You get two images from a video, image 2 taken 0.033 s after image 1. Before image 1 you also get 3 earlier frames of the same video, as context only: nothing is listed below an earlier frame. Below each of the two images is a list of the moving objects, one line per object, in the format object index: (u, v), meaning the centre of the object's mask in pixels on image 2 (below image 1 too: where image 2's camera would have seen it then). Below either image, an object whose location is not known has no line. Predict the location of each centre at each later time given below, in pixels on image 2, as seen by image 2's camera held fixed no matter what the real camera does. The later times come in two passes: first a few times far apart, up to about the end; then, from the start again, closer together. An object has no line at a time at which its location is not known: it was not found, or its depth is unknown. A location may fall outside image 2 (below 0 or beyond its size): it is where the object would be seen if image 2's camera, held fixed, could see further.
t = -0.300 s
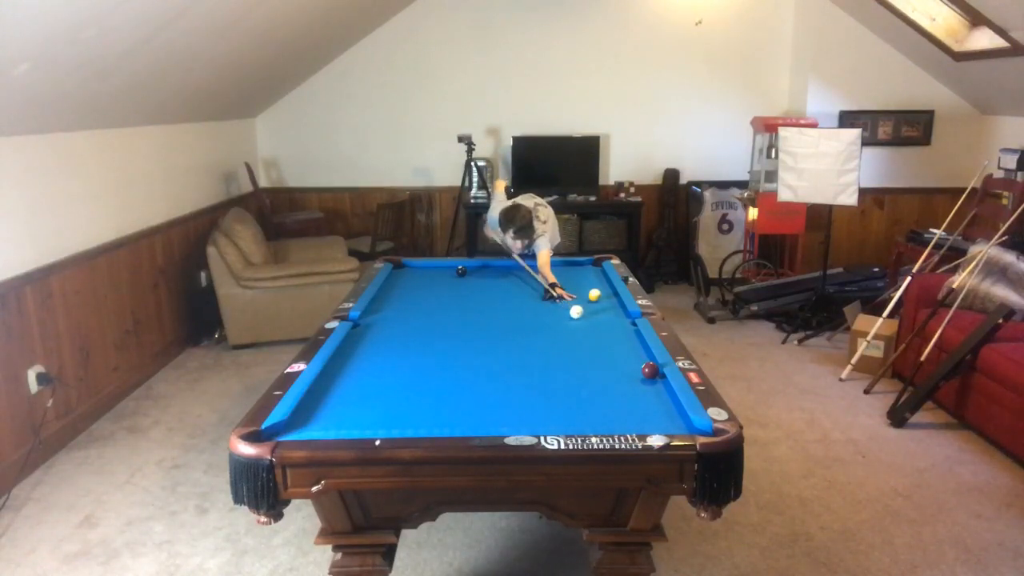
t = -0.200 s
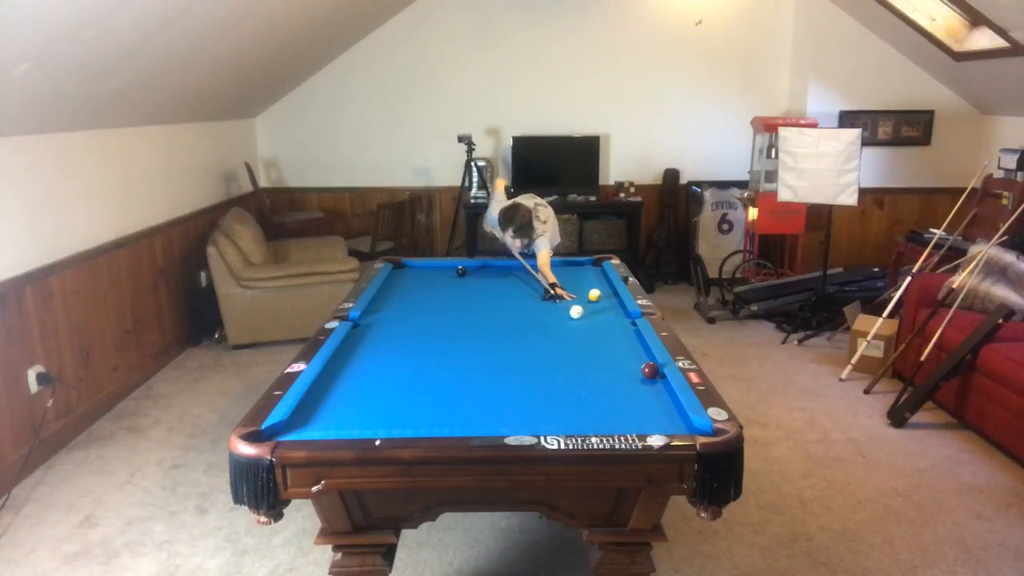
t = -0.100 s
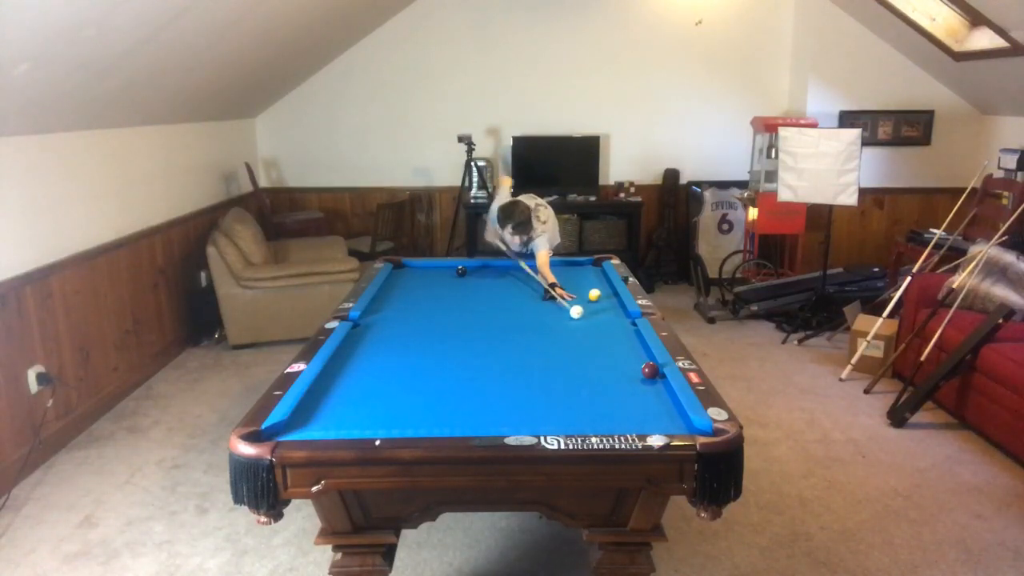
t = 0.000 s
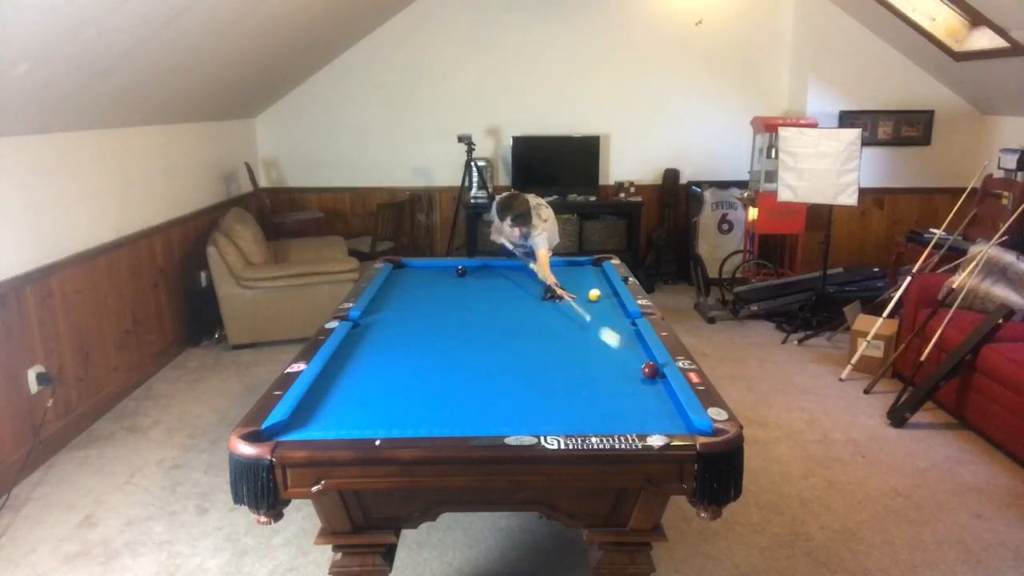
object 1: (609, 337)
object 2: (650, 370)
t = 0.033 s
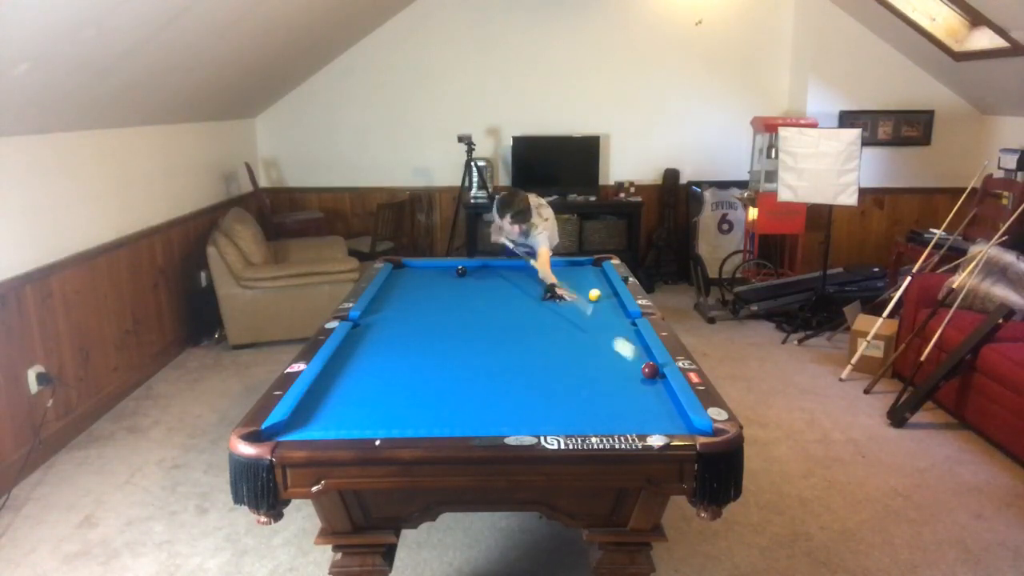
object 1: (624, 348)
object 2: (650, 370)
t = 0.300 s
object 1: (608, 355)
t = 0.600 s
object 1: (558, 339)
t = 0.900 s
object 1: (515, 325)
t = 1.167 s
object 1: (483, 315)
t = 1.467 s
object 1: (450, 305)
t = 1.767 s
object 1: (422, 296)
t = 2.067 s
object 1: (397, 288)
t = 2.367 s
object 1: (395, 282)
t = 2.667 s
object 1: (410, 278)
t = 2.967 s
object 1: (424, 274)
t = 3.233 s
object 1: (435, 271)
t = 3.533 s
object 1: (446, 267)
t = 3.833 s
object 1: (455, 265)
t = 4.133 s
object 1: (463, 263)
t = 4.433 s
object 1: (466, 264)
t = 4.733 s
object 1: (469, 265)
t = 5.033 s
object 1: (472, 266)
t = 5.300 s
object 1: (473, 267)
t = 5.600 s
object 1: (474, 267)
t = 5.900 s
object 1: (474, 267)
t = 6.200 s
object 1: (474, 267)
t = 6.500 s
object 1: (474, 267)
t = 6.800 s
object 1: (474, 267)
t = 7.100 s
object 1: (474, 267)
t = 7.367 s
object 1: (474, 267)
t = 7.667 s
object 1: (474, 267)
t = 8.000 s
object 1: (474, 267)
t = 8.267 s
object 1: (474, 267)
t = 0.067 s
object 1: (637, 358)
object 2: (650, 371)
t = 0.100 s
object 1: (648, 363)
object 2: (654, 378)
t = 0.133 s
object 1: (641, 362)
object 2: (662, 392)
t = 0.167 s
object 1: (634, 361)
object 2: (670, 408)
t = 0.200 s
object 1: (627, 360)
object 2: (681, 423)
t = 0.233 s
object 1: (620, 358)
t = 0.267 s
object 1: (614, 356)
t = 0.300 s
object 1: (608, 355)
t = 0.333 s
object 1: (602, 353)
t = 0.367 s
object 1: (597, 351)
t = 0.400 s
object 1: (591, 349)
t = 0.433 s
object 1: (585, 347)
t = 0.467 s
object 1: (579, 345)
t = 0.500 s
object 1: (574, 344)
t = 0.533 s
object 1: (569, 342)
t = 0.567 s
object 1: (564, 340)
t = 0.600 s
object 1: (558, 339)
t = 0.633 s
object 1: (553, 337)
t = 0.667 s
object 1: (548, 336)
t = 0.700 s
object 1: (543, 334)
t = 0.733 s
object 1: (538, 333)
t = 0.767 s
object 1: (534, 331)
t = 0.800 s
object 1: (529, 330)
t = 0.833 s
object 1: (524, 328)
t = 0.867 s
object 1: (520, 327)
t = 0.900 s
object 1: (515, 325)
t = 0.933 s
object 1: (511, 324)
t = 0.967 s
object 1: (507, 323)
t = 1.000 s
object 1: (503, 321)
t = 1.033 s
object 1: (499, 320)
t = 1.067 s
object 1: (494, 319)
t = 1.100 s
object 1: (491, 318)
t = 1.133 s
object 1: (487, 316)
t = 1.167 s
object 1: (483, 315)
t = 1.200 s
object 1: (479, 314)
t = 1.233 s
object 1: (475, 313)
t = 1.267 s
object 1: (472, 312)
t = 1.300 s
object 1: (468, 310)
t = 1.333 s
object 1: (464, 309)
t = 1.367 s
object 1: (461, 308)
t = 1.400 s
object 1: (457, 307)
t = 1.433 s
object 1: (454, 306)
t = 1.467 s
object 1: (450, 305)
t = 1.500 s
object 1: (447, 304)
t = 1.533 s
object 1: (444, 303)
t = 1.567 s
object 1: (441, 302)
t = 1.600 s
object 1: (437, 301)
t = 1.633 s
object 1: (434, 300)
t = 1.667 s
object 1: (431, 299)
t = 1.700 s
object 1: (428, 298)
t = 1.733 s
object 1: (425, 297)
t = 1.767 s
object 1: (422, 296)
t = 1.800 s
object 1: (419, 295)
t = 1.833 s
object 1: (417, 294)
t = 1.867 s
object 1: (414, 293)
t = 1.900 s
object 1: (411, 292)
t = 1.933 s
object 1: (408, 291)
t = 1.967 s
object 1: (405, 291)
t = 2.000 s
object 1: (403, 290)
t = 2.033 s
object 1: (400, 289)
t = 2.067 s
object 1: (397, 288)
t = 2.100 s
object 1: (395, 287)
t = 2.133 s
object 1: (392, 286)
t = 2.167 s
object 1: (390, 285)
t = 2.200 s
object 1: (388, 284)
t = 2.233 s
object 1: (387, 284)
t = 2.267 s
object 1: (390, 283)
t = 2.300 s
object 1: (391, 283)
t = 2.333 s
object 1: (393, 282)
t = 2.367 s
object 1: (395, 282)
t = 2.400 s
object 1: (397, 281)
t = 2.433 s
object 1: (399, 281)
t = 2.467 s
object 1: (400, 280)
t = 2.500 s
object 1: (402, 280)
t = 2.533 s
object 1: (404, 280)
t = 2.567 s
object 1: (405, 279)
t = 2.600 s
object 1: (407, 279)
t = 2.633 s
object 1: (409, 278)
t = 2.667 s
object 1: (410, 278)
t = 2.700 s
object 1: (412, 277)
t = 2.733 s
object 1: (414, 277)
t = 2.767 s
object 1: (415, 276)
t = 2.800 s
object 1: (417, 276)
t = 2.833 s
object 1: (418, 275)
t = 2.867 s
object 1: (420, 275)
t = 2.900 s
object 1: (421, 275)
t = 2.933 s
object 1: (423, 274)
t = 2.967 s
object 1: (424, 274)
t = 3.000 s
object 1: (426, 273)
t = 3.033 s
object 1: (427, 273)
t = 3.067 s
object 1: (428, 273)
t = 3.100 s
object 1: (430, 272)
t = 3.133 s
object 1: (431, 272)
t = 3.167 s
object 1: (432, 271)
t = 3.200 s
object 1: (434, 271)
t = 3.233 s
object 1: (435, 271)
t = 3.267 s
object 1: (436, 270)
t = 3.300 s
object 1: (438, 270)
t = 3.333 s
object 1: (439, 269)
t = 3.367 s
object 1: (440, 269)
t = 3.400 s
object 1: (441, 269)
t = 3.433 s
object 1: (442, 268)
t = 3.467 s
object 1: (444, 268)
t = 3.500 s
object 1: (445, 268)
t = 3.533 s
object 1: (446, 267)
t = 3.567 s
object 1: (447, 267)
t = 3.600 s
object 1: (448, 267)
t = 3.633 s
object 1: (449, 267)
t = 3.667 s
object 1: (450, 266)
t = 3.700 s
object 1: (451, 266)
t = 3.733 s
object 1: (452, 266)
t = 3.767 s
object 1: (453, 265)
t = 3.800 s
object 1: (454, 265)
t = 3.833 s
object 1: (455, 265)
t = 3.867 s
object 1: (456, 264)
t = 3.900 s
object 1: (457, 264)
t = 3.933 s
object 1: (458, 264)
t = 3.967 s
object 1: (459, 264)
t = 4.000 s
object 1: (460, 263)
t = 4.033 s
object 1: (461, 263)
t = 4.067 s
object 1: (462, 263)
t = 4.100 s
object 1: (462, 263)
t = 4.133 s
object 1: (463, 263)
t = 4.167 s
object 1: (463, 263)
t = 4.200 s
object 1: (464, 263)
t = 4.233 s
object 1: (464, 263)
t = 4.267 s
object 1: (464, 263)
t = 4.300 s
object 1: (465, 264)
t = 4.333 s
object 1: (465, 264)
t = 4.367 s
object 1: (465, 264)
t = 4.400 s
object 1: (466, 264)
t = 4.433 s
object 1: (466, 264)
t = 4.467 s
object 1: (467, 264)
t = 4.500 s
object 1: (467, 264)
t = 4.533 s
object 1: (468, 264)
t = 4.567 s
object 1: (468, 264)
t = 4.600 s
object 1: (468, 264)
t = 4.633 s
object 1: (469, 264)
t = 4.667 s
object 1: (469, 265)
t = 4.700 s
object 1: (469, 265)
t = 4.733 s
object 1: (469, 265)
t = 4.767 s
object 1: (470, 265)
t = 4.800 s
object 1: (470, 265)
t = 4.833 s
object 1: (470, 265)
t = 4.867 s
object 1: (471, 265)
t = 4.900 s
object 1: (471, 265)
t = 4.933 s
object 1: (471, 265)
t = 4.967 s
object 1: (471, 265)
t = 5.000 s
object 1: (471, 265)
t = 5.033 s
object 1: (472, 266)
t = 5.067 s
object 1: (472, 266)
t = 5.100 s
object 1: (472, 266)
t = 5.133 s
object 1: (472, 266)
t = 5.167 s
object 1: (473, 266)
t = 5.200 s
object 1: (473, 266)
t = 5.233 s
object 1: (473, 266)
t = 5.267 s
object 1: (473, 266)
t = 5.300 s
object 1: (473, 267)
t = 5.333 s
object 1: (473, 267)
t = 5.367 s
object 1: (473, 267)
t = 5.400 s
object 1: (473, 267)
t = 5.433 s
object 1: (473, 267)
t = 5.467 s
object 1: (474, 267)
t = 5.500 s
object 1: (474, 267)
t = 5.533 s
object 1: (474, 267)
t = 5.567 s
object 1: (474, 267)
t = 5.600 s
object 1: (474, 267)
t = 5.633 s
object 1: (474, 267)
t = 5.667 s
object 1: (474, 267)
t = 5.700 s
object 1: (474, 267)
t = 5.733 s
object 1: (474, 267)
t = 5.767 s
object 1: (474, 267)
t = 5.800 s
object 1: (474, 267)
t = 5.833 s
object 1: (474, 267)
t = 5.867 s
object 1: (474, 267)
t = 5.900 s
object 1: (474, 267)
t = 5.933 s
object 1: (474, 267)
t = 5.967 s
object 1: (474, 267)
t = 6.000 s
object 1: (474, 267)
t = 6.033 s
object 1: (474, 267)
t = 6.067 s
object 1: (474, 267)
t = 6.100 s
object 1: (474, 267)
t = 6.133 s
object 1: (474, 267)
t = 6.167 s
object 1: (474, 267)
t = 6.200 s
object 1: (474, 267)
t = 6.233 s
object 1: (474, 267)
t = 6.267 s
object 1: (474, 267)
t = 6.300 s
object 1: (474, 267)
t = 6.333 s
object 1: (474, 267)
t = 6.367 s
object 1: (474, 267)
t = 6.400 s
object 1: (474, 267)
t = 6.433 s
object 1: (474, 267)
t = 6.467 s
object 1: (474, 267)
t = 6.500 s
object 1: (474, 267)
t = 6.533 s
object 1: (474, 267)
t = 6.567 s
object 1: (474, 267)
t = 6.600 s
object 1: (474, 267)
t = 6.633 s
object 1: (474, 267)
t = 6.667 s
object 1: (474, 267)
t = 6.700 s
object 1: (474, 267)
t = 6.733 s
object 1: (474, 267)
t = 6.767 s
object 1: (474, 267)
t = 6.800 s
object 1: (474, 267)
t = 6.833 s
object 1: (474, 267)
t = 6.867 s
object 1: (474, 267)
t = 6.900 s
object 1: (474, 267)
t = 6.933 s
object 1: (474, 267)
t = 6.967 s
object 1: (474, 267)
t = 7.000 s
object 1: (474, 267)
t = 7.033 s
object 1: (474, 267)
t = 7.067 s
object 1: (474, 267)
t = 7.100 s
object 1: (474, 267)
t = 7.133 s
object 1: (474, 267)
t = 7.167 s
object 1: (474, 267)
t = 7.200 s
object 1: (474, 267)
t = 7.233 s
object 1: (474, 267)
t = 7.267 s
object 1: (474, 267)
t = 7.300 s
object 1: (474, 267)
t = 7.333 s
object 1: (474, 267)
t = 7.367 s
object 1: (474, 267)
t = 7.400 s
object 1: (474, 267)
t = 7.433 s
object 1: (474, 267)
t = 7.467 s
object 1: (474, 267)
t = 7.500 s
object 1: (474, 267)
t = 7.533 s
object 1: (474, 267)
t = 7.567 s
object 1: (474, 267)
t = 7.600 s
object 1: (474, 267)
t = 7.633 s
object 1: (474, 267)
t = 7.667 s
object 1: (474, 267)
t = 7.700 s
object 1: (474, 267)
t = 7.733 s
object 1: (474, 267)
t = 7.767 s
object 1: (474, 267)
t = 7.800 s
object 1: (474, 267)
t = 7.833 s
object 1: (474, 267)
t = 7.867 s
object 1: (474, 267)
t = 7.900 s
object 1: (474, 267)
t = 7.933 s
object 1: (474, 267)
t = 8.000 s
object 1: (474, 267)
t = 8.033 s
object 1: (474, 267)
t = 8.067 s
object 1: (474, 267)
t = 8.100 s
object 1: (474, 267)
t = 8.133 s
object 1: (474, 267)
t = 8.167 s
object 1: (474, 267)
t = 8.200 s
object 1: (474, 267)
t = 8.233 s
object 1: (474, 267)
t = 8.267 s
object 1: (474, 267)
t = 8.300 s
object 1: (474, 267)
